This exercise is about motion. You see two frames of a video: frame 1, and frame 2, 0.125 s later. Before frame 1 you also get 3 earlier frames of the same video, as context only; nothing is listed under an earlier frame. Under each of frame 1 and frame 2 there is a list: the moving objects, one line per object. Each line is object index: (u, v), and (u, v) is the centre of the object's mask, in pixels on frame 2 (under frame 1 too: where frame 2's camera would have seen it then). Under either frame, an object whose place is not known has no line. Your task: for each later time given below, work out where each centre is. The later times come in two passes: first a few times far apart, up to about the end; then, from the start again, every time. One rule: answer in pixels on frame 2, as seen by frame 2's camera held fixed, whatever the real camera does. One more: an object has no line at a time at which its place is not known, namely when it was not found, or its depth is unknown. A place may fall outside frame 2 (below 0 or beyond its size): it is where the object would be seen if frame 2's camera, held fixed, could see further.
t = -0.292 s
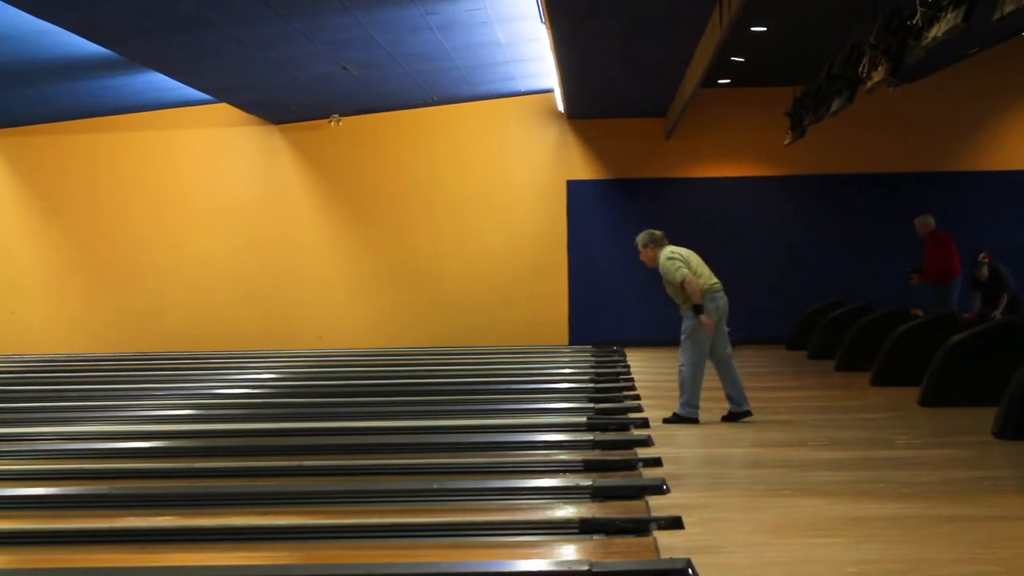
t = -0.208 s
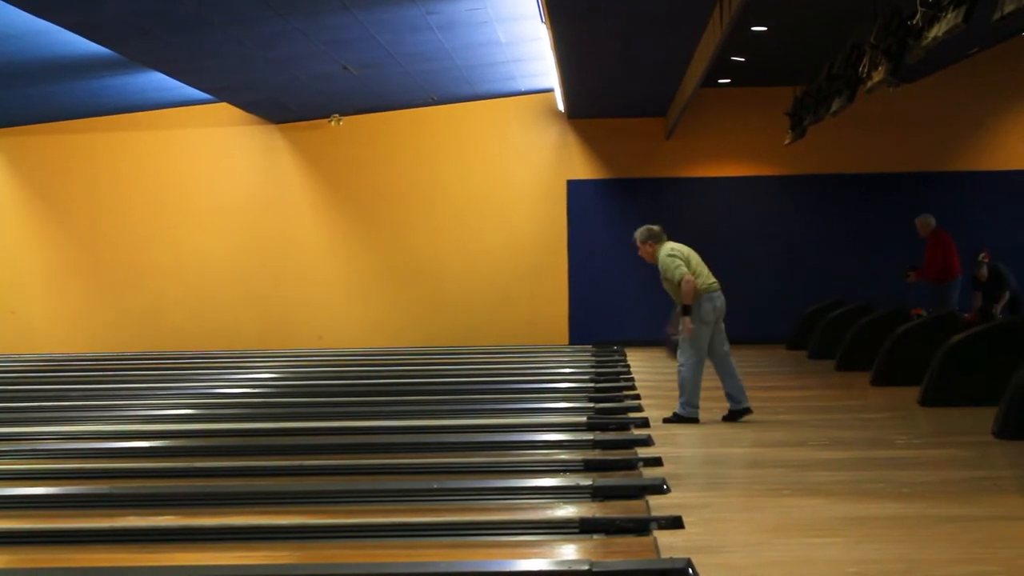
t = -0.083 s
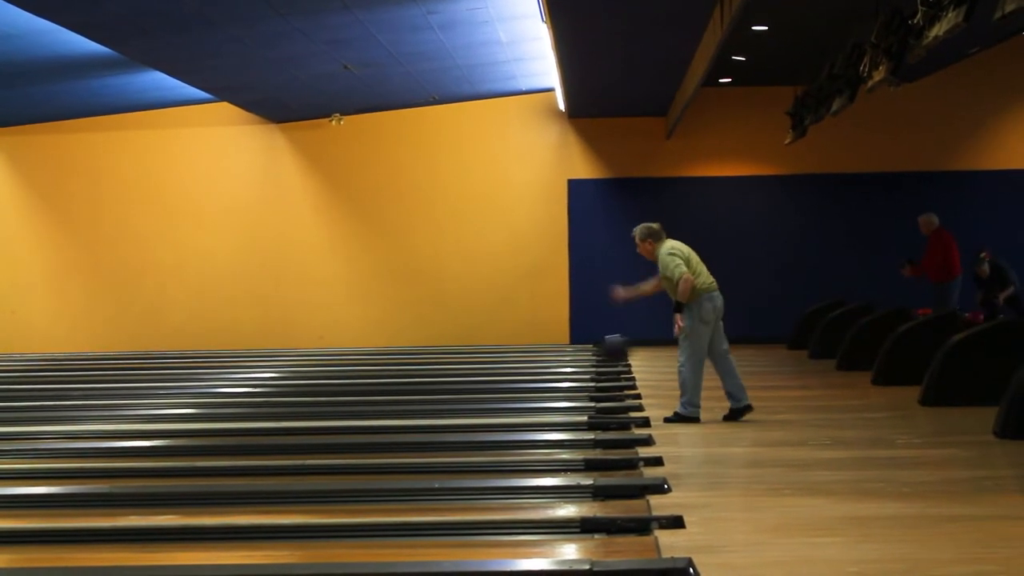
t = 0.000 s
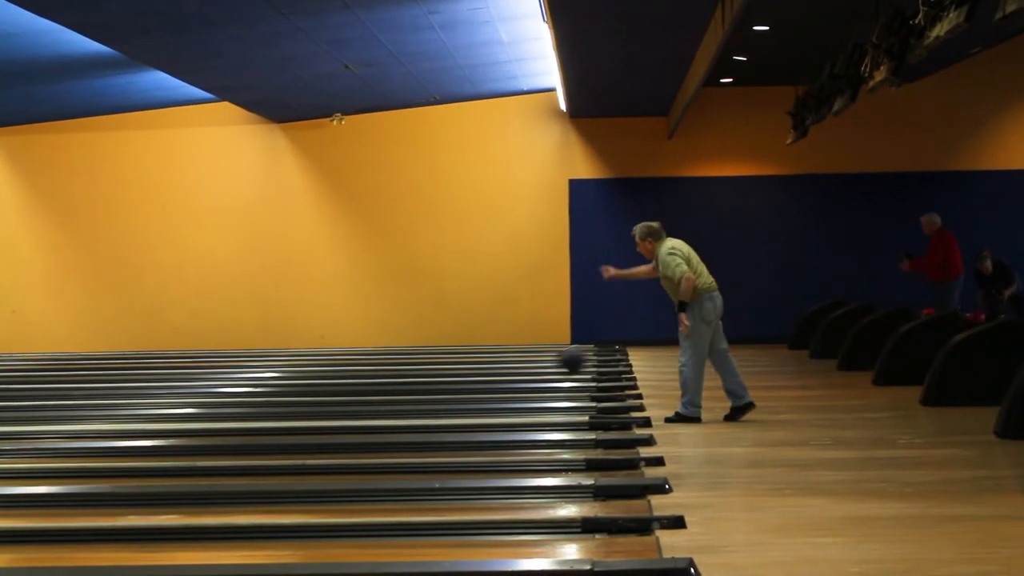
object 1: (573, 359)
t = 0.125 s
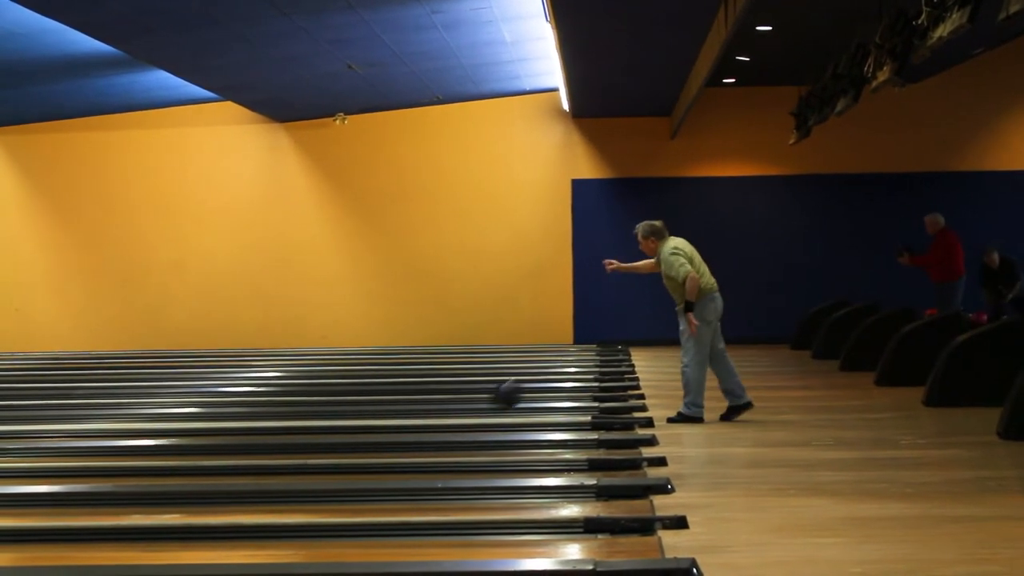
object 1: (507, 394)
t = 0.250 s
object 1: (439, 407)
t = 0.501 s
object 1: (312, 409)
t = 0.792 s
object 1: (162, 411)
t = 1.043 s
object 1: (42, 412)
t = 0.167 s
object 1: (482, 406)
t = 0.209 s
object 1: (460, 406)
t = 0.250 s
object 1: (439, 407)
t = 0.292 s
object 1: (417, 407)
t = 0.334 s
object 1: (395, 407)
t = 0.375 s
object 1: (375, 407)
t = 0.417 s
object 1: (353, 408)
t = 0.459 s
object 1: (333, 408)
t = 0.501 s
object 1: (312, 409)
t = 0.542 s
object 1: (290, 409)
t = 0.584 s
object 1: (268, 409)
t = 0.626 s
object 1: (247, 409)
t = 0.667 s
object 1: (226, 409)
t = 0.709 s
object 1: (207, 410)
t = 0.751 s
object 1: (185, 410)
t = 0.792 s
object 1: (162, 411)
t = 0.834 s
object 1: (142, 411)
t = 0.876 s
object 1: (121, 411)
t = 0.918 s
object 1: (101, 411)
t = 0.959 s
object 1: (80, 411)
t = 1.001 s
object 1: (61, 412)
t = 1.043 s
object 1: (42, 412)
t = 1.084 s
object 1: (20, 413)
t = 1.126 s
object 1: (4, 413)
